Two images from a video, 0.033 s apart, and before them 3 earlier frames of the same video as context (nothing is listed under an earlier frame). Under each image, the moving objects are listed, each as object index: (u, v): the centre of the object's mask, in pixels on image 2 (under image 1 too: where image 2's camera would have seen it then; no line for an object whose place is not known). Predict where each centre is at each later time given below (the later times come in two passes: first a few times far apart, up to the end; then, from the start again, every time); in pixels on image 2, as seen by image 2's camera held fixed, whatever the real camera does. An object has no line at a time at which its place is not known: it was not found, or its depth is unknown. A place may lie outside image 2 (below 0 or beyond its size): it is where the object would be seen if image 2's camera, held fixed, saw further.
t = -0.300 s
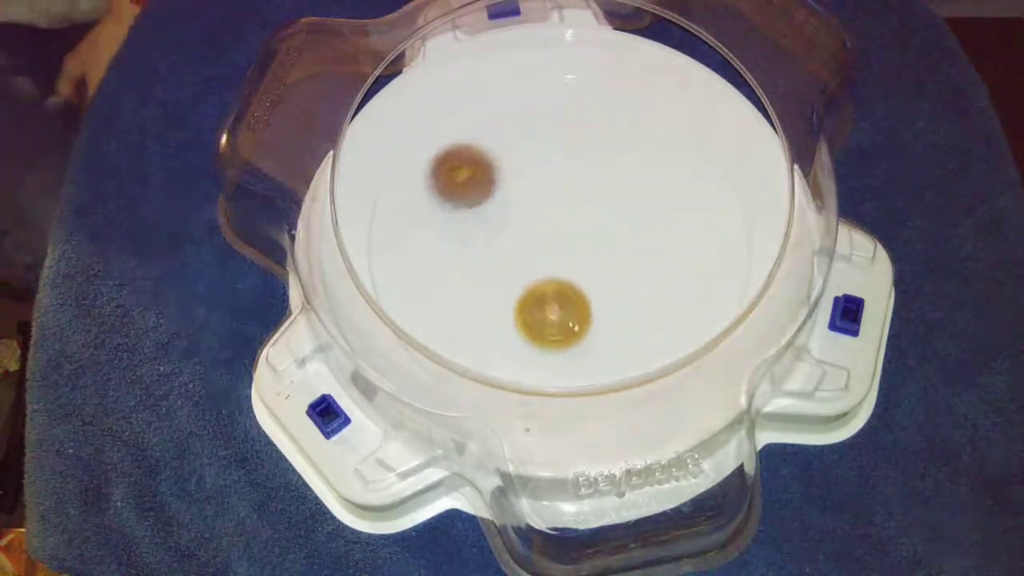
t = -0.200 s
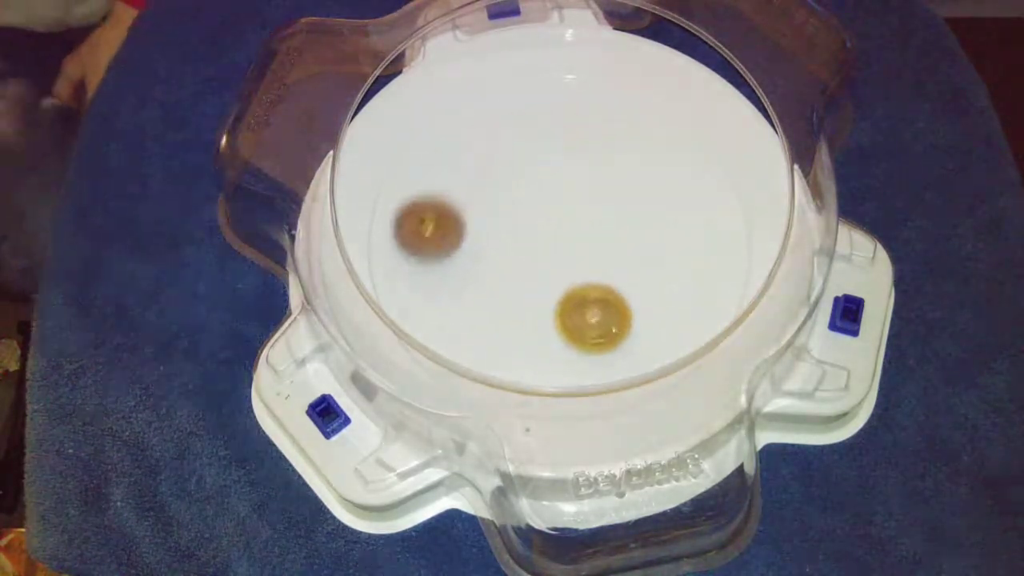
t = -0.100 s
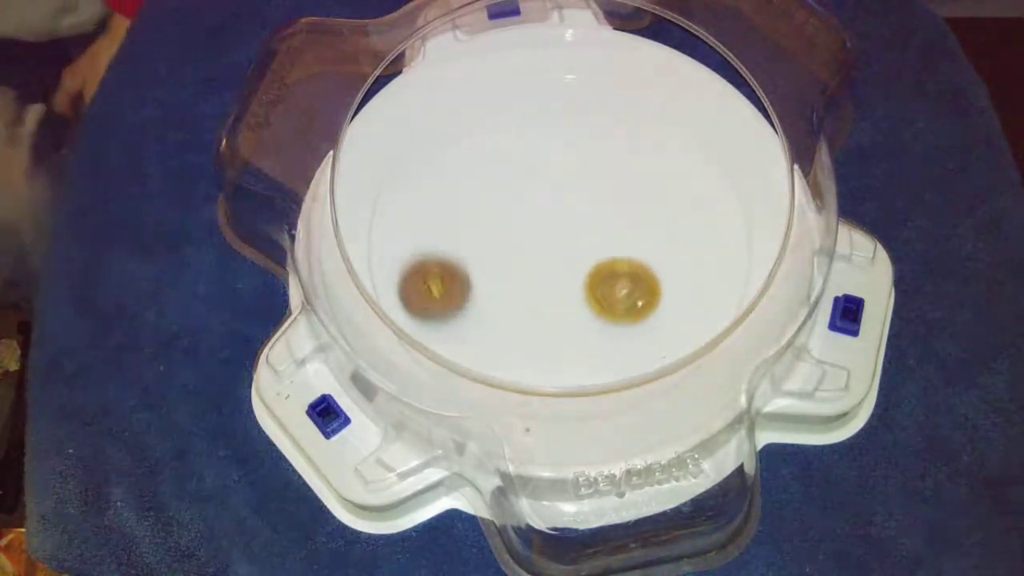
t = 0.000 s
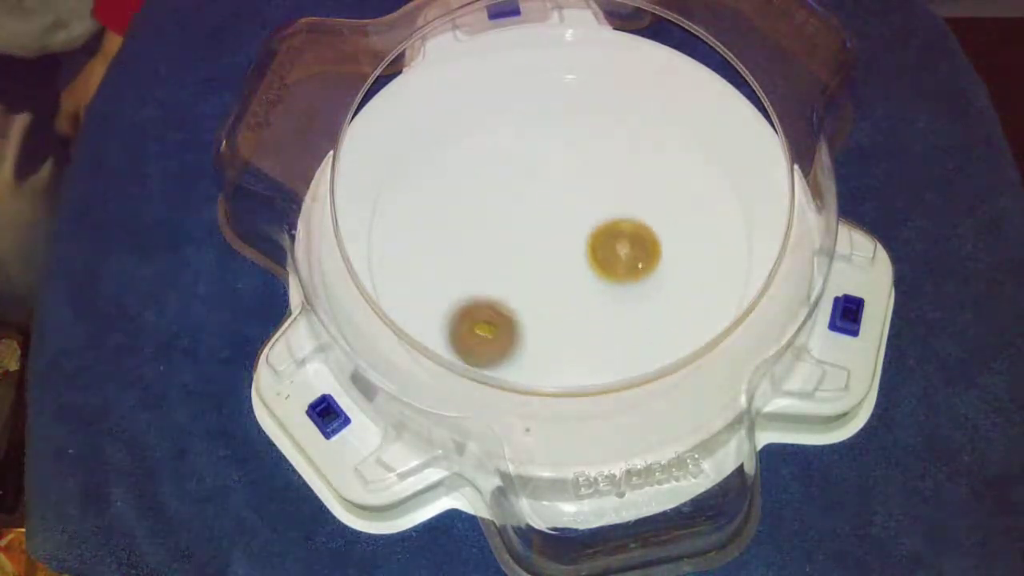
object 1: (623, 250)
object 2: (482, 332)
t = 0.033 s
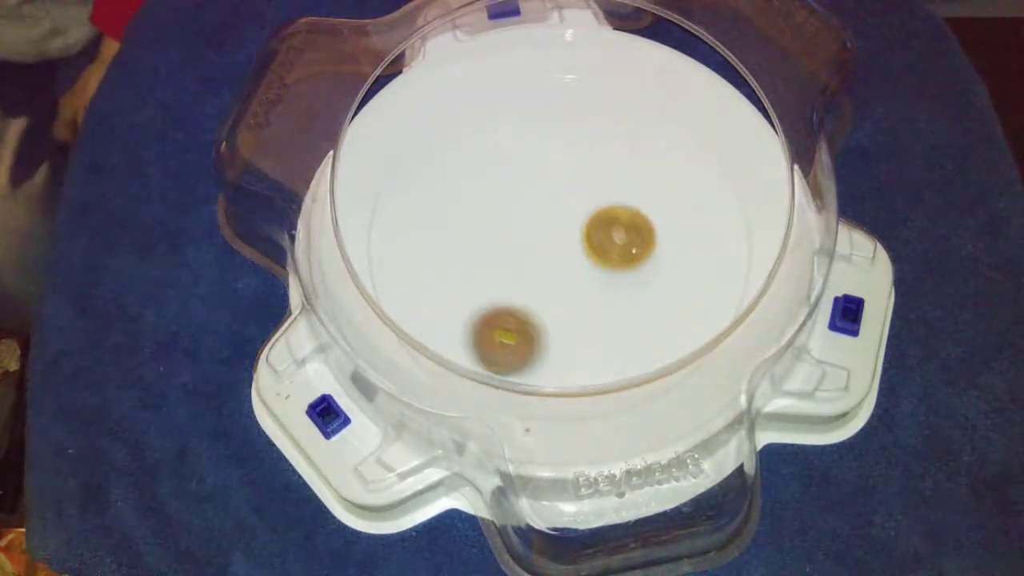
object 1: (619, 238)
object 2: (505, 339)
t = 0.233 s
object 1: (564, 179)
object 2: (633, 289)
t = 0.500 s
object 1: (473, 172)
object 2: (604, 137)
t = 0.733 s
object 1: (498, 247)
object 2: (476, 130)
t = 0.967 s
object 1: (598, 257)
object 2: (460, 253)
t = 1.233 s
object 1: (653, 193)
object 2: (624, 290)
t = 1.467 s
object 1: (570, 180)
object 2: (671, 186)
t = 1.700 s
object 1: (507, 241)
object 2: (574, 137)
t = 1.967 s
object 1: (533, 309)
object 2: (477, 232)
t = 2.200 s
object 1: (614, 254)
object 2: (513, 319)
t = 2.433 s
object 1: (633, 178)
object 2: (595, 293)
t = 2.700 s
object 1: (567, 103)
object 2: (569, 229)
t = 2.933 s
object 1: (513, 78)
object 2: (541, 287)
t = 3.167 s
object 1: (502, 169)
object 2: (572, 291)
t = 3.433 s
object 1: (495, 234)
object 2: (581, 237)
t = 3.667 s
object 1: (473, 289)
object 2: (542, 206)
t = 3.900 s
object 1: (531, 315)
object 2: (520, 208)
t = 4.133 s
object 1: (593, 329)
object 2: (531, 138)
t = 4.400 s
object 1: (620, 259)
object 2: (531, 144)
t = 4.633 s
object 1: (655, 230)
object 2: (549, 181)
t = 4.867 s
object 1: (659, 245)
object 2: (539, 212)
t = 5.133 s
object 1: (664, 300)
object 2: (515, 193)
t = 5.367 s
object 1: (630, 270)
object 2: (467, 173)
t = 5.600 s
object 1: (609, 245)
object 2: (488, 202)
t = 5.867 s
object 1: (619, 262)
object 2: (548, 214)
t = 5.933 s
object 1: (611, 262)
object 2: (556, 211)
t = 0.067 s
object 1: (612, 225)
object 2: (529, 342)
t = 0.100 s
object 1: (605, 214)
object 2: (554, 340)
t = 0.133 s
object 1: (595, 204)
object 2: (578, 333)
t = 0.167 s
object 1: (585, 195)
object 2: (600, 322)
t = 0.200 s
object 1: (575, 186)
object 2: (618, 307)
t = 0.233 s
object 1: (564, 179)
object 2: (633, 289)
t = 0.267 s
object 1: (553, 172)
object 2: (643, 269)
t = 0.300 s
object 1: (541, 167)
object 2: (649, 247)
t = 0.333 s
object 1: (529, 163)
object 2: (651, 225)
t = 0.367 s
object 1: (517, 160)
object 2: (648, 204)
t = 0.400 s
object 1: (505, 160)
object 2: (641, 184)
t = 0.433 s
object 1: (493, 161)
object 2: (632, 165)
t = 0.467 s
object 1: (482, 165)
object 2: (619, 150)
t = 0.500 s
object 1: (473, 172)
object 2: (604, 137)
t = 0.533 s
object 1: (466, 181)
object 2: (587, 126)
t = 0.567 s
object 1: (462, 193)
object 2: (569, 119)
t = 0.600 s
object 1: (463, 205)
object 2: (550, 114)
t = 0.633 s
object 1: (467, 218)
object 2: (529, 113)
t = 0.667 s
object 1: (475, 229)
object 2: (511, 116)
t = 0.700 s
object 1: (486, 239)
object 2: (492, 121)
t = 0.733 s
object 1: (498, 247)
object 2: (476, 130)
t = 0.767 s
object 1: (512, 253)
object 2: (462, 143)
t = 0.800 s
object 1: (526, 257)
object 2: (451, 158)
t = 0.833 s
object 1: (541, 260)
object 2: (445, 176)
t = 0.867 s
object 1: (556, 261)
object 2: (442, 194)
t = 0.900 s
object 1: (570, 261)
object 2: (443, 215)
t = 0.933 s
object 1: (584, 260)
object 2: (449, 234)
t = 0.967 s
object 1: (598, 257)
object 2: (460, 253)
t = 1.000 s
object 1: (611, 253)
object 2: (474, 270)
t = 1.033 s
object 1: (622, 247)
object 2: (492, 284)
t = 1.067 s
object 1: (632, 240)
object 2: (513, 294)
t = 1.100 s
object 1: (641, 232)
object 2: (536, 300)
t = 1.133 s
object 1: (648, 224)
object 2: (559, 303)
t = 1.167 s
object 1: (653, 214)
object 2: (583, 302)
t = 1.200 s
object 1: (655, 203)
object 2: (605, 297)
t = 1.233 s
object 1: (653, 193)
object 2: (624, 290)
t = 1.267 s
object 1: (647, 183)
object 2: (641, 279)
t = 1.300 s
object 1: (637, 175)
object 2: (656, 265)
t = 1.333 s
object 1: (624, 171)
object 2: (666, 249)
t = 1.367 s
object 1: (611, 170)
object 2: (673, 233)
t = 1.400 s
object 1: (597, 171)
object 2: (676, 217)
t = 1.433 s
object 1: (583, 174)
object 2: (675, 201)
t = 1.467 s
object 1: (570, 180)
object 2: (671, 186)
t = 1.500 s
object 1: (557, 187)
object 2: (664, 173)
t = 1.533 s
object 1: (546, 194)
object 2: (654, 161)
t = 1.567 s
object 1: (536, 203)
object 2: (641, 151)
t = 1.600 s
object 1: (527, 212)
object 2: (626, 143)
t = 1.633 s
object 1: (519, 221)
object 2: (610, 139)
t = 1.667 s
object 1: (512, 231)
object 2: (593, 136)
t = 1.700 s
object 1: (507, 241)
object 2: (574, 137)
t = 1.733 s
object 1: (503, 251)
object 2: (556, 141)
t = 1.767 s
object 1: (500, 262)
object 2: (539, 147)
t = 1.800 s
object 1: (499, 272)
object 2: (522, 157)
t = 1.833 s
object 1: (500, 282)
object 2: (507, 169)
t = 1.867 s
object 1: (504, 291)
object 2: (495, 183)
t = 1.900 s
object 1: (510, 300)
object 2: (486, 198)
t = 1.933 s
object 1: (520, 306)
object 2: (480, 214)
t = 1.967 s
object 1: (533, 309)
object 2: (477, 232)
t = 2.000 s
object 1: (546, 308)
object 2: (477, 249)
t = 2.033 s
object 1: (557, 303)
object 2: (481, 266)
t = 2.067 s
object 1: (568, 295)
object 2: (488, 281)
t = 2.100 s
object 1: (578, 286)
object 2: (496, 293)
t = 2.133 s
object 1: (594, 275)
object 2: (499, 304)
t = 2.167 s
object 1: (605, 265)
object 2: (505, 312)
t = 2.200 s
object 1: (614, 254)
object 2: (513, 319)
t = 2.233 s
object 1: (620, 244)
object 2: (525, 324)
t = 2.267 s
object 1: (625, 233)
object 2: (538, 326)
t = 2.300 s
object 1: (629, 222)
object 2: (551, 325)
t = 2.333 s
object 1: (632, 211)
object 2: (564, 321)
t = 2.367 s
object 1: (633, 200)
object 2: (577, 315)
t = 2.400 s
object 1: (634, 190)
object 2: (587, 304)
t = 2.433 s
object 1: (633, 178)
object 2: (595, 293)
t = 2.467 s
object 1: (629, 168)
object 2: (601, 279)
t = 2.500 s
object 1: (623, 158)
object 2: (604, 265)
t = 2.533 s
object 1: (616, 150)
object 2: (604, 251)
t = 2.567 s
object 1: (607, 143)
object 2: (601, 236)
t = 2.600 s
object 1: (596, 138)
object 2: (596, 223)
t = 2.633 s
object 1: (583, 138)
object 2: (589, 211)
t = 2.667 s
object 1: (574, 123)
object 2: (579, 218)
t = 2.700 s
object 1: (567, 103)
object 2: (569, 229)
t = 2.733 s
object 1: (559, 89)
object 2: (561, 239)
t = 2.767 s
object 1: (551, 81)
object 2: (553, 249)
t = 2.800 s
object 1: (545, 76)
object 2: (548, 257)
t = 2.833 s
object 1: (536, 72)
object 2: (544, 266)
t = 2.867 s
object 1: (529, 71)
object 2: (541, 273)
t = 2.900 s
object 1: (521, 73)
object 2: (540, 280)
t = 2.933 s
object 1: (513, 78)
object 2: (541, 287)
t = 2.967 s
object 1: (505, 87)
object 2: (543, 293)
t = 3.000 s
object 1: (500, 98)
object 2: (546, 297)
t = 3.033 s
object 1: (498, 111)
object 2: (550, 300)
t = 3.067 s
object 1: (496, 125)
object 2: (556, 301)
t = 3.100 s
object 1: (497, 140)
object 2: (562, 301)
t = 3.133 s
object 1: (500, 155)
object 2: (568, 297)
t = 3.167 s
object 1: (502, 169)
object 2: (572, 291)
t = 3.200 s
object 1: (505, 183)
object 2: (574, 283)
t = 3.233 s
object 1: (508, 196)
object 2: (574, 274)
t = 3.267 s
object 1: (510, 207)
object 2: (573, 264)
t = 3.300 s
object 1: (510, 216)
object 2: (572, 257)
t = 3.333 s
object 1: (504, 219)
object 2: (577, 255)
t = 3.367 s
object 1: (501, 222)
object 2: (580, 251)
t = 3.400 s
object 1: (498, 226)
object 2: (581, 244)
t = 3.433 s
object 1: (495, 234)
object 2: (581, 237)
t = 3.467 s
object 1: (492, 241)
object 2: (580, 230)
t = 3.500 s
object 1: (487, 248)
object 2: (576, 223)
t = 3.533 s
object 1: (481, 256)
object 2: (571, 218)
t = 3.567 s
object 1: (477, 264)
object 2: (565, 213)
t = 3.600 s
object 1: (474, 271)
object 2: (557, 209)
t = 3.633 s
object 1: (472, 280)
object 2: (550, 207)
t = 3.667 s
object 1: (473, 289)
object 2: (542, 206)
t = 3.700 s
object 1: (478, 296)
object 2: (534, 206)
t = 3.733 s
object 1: (484, 301)
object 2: (528, 208)
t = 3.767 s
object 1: (496, 304)
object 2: (522, 212)
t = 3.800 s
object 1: (507, 302)
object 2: (518, 217)
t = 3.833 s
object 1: (516, 298)
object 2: (515, 223)
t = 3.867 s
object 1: (525, 301)
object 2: (516, 224)
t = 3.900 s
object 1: (531, 315)
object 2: (520, 208)
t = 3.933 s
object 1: (538, 325)
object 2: (525, 194)
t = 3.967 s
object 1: (545, 331)
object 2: (529, 182)
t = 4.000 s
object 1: (553, 335)
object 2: (531, 171)
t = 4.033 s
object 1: (563, 337)
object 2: (532, 162)
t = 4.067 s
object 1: (574, 337)
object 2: (532, 153)
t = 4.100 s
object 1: (584, 335)
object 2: (532, 145)
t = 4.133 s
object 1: (593, 329)
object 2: (531, 138)
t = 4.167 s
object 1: (600, 322)
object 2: (530, 133)
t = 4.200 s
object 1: (607, 314)
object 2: (529, 128)
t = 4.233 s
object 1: (610, 304)
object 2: (528, 126)
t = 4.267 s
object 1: (613, 295)
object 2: (527, 125)
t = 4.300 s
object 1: (616, 286)
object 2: (526, 126)
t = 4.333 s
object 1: (617, 276)
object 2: (526, 130)
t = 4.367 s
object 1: (619, 268)
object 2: (528, 136)
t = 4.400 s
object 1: (620, 259)
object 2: (531, 144)
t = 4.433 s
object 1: (622, 251)
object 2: (535, 153)
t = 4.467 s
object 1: (624, 242)
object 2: (540, 162)
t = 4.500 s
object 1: (625, 233)
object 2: (546, 171)
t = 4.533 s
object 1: (627, 225)
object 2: (554, 180)
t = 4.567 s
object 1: (632, 220)
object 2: (560, 187)
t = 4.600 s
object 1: (644, 224)
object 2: (554, 184)
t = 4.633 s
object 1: (655, 230)
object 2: (549, 181)
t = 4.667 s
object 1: (659, 233)
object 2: (545, 182)
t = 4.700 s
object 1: (661, 234)
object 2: (541, 183)
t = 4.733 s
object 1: (662, 234)
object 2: (538, 187)
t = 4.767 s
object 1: (663, 235)
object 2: (537, 192)
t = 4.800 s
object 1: (663, 237)
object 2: (536, 199)
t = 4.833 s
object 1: (662, 240)
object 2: (537, 205)
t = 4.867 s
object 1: (659, 245)
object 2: (539, 212)
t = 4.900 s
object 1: (656, 249)
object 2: (542, 218)
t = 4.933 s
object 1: (650, 252)
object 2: (546, 224)
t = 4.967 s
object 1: (643, 255)
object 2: (551, 230)
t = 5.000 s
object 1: (635, 256)
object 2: (556, 235)
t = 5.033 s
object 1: (637, 264)
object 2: (554, 231)
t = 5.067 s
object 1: (652, 284)
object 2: (539, 216)
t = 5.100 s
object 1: (660, 293)
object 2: (525, 203)
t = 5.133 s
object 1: (664, 300)
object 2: (515, 193)
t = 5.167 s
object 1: (663, 305)
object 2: (506, 186)
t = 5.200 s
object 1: (656, 302)
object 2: (498, 181)
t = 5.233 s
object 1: (650, 297)
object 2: (490, 178)
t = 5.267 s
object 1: (645, 291)
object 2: (483, 175)
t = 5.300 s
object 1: (639, 283)
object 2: (477, 173)
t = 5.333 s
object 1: (634, 276)
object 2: (471, 173)
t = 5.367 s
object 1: (630, 270)
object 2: (467, 173)
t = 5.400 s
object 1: (626, 264)
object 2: (464, 174)
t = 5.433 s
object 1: (621, 259)
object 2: (463, 177)
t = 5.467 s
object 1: (618, 255)
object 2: (464, 182)
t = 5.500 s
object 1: (615, 252)
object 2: (467, 187)
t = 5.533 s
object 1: (612, 250)
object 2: (473, 192)
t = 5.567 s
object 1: (610, 248)
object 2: (480, 197)
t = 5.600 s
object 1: (609, 245)
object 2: (488, 202)
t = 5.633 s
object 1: (608, 243)
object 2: (498, 208)
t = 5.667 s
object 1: (608, 240)
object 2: (509, 211)
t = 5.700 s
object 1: (611, 238)
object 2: (519, 214)
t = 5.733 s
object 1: (613, 239)
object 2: (529, 218)
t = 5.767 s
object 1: (613, 244)
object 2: (539, 220)
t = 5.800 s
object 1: (615, 249)
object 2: (544, 219)
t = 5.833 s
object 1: (619, 256)
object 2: (545, 216)
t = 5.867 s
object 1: (619, 262)
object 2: (548, 214)
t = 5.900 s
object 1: (615, 263)
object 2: (552, 212)
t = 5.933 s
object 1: (611, 262)
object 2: (556, 211)
